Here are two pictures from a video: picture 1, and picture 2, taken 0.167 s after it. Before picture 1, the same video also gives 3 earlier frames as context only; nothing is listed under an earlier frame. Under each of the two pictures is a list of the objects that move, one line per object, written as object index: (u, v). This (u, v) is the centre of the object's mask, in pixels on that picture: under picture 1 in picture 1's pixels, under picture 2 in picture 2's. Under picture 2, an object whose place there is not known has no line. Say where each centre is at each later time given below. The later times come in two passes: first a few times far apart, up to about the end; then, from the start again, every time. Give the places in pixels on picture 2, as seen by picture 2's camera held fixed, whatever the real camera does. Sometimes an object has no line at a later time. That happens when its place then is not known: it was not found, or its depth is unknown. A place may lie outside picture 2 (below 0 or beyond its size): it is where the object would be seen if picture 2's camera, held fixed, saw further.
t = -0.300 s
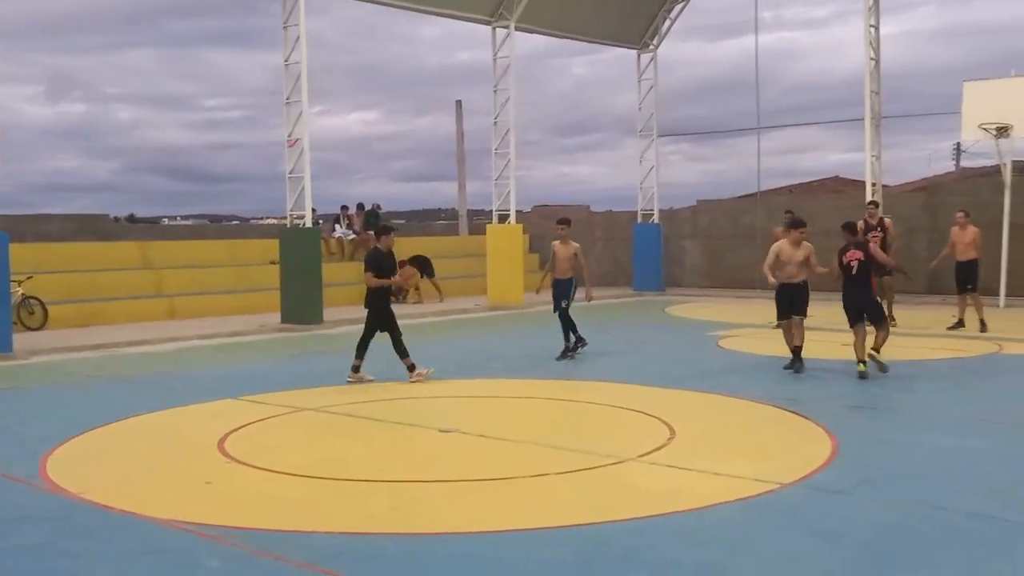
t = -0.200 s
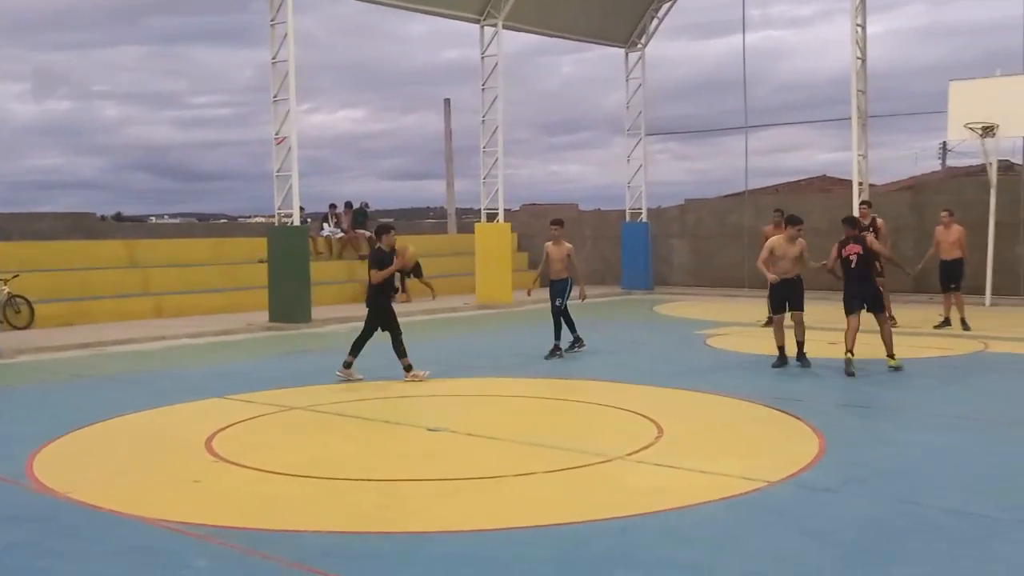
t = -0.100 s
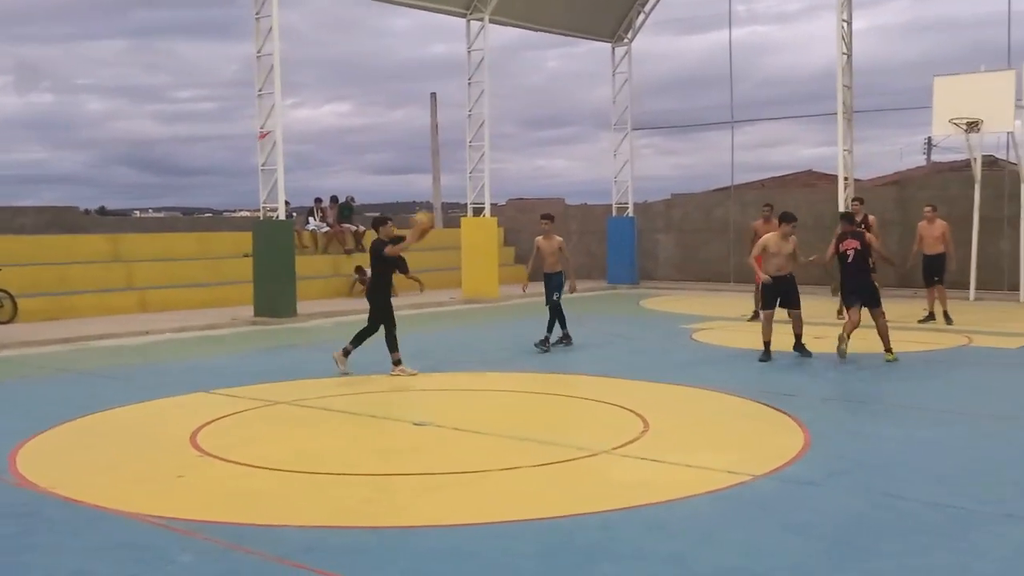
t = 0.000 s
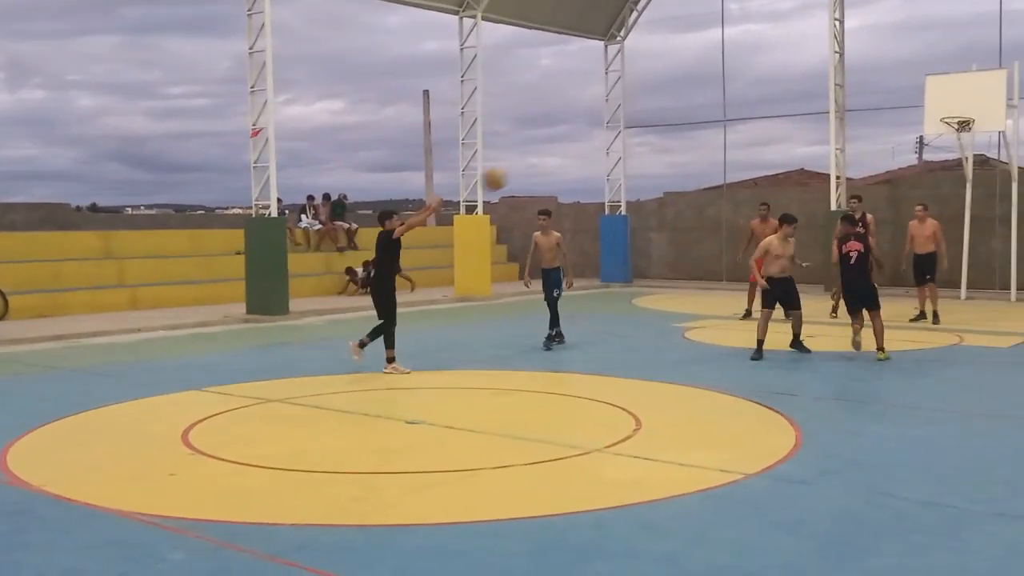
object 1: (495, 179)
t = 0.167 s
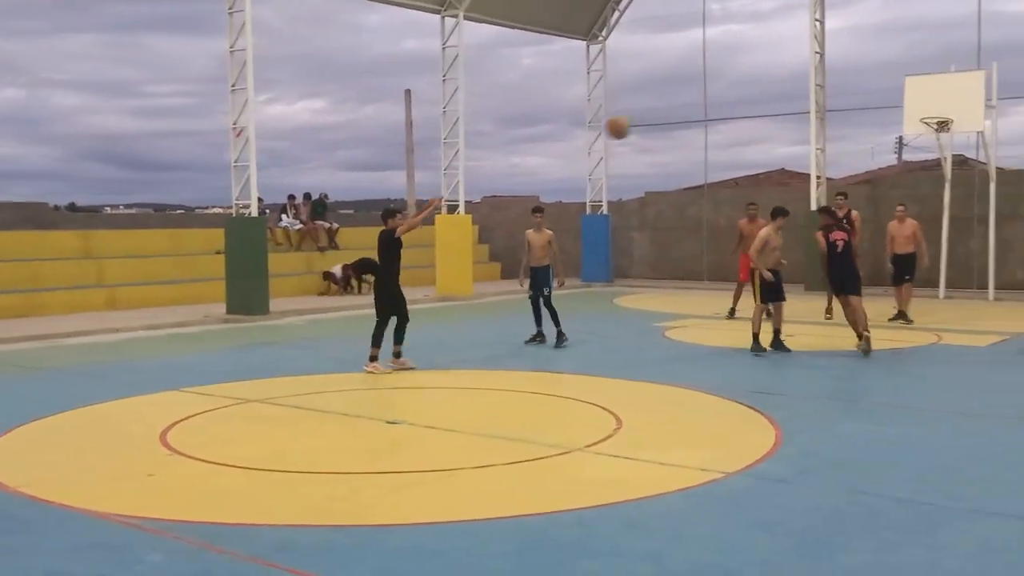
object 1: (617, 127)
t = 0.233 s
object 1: (677, 115)
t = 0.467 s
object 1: (893, 105)
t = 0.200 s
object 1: (647, 121)
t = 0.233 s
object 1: (677, 115)
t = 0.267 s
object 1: (708, 110)
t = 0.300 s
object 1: (738, 107)
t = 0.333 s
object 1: (768, 104)
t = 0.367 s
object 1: (799, 102)
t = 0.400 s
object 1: (830, 102)
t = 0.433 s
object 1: (862, 103)
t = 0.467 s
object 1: (893, 105)
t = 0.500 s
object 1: (926, 108)
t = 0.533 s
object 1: (959, 112)
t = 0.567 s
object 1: (992, 118)
